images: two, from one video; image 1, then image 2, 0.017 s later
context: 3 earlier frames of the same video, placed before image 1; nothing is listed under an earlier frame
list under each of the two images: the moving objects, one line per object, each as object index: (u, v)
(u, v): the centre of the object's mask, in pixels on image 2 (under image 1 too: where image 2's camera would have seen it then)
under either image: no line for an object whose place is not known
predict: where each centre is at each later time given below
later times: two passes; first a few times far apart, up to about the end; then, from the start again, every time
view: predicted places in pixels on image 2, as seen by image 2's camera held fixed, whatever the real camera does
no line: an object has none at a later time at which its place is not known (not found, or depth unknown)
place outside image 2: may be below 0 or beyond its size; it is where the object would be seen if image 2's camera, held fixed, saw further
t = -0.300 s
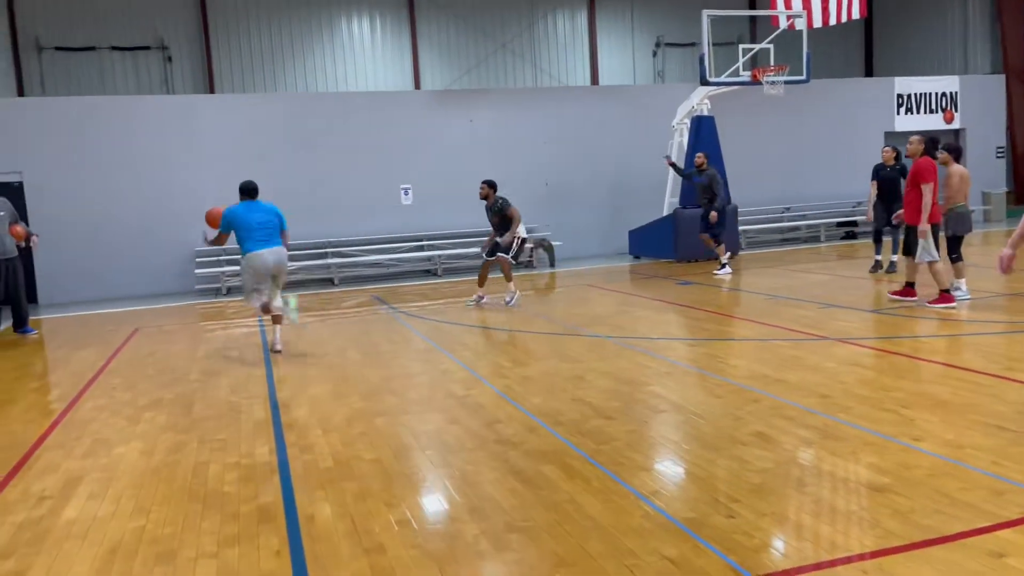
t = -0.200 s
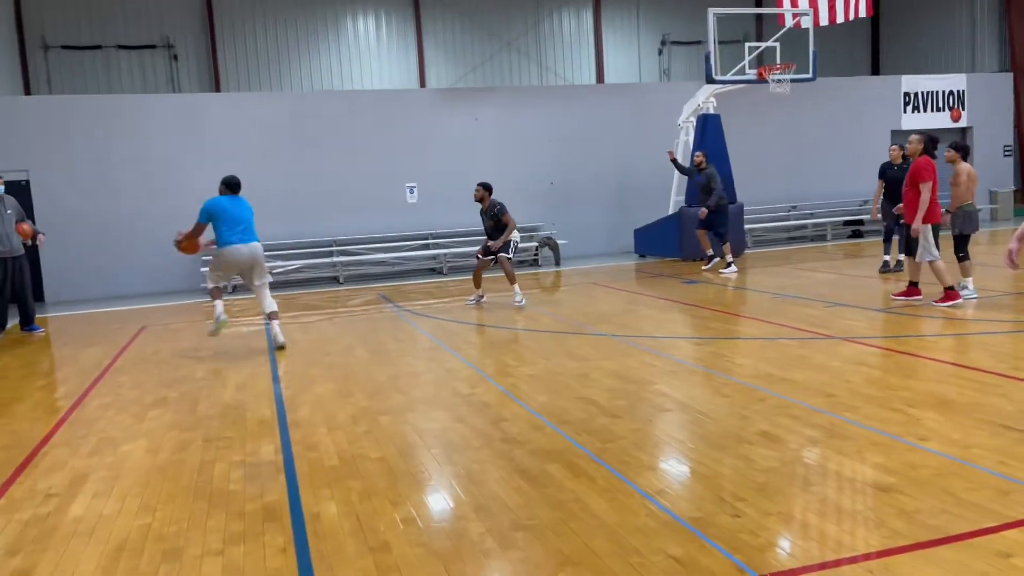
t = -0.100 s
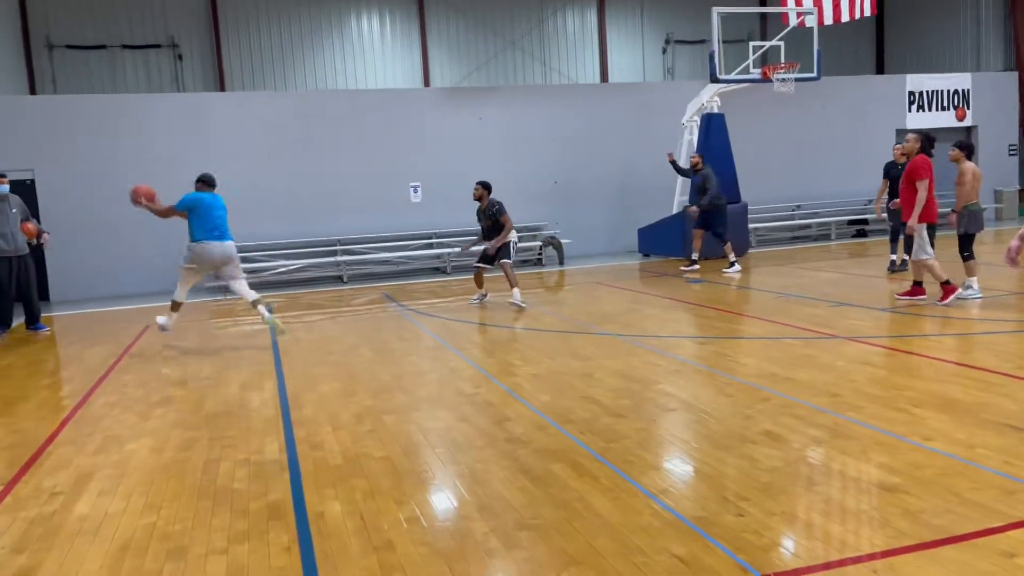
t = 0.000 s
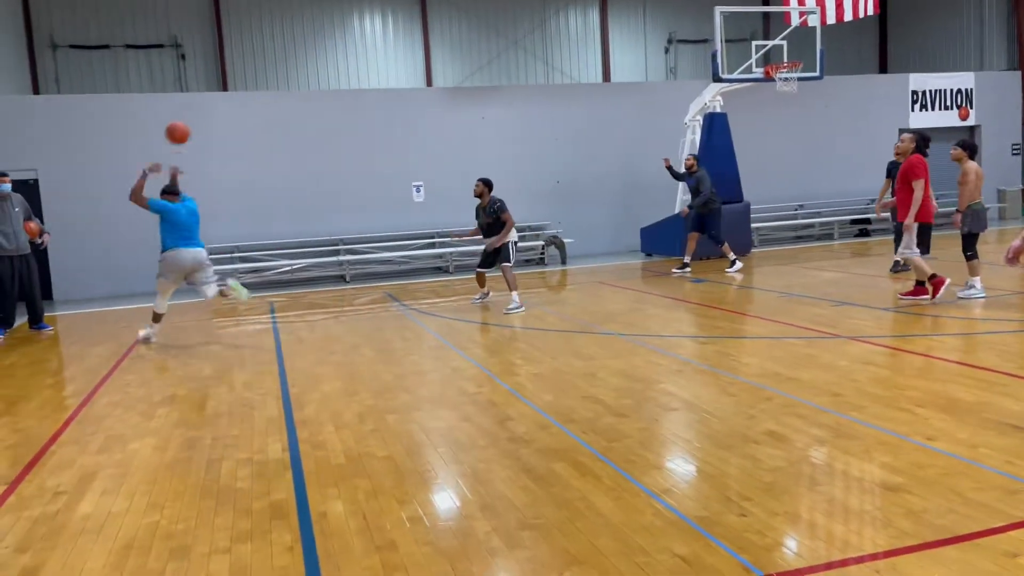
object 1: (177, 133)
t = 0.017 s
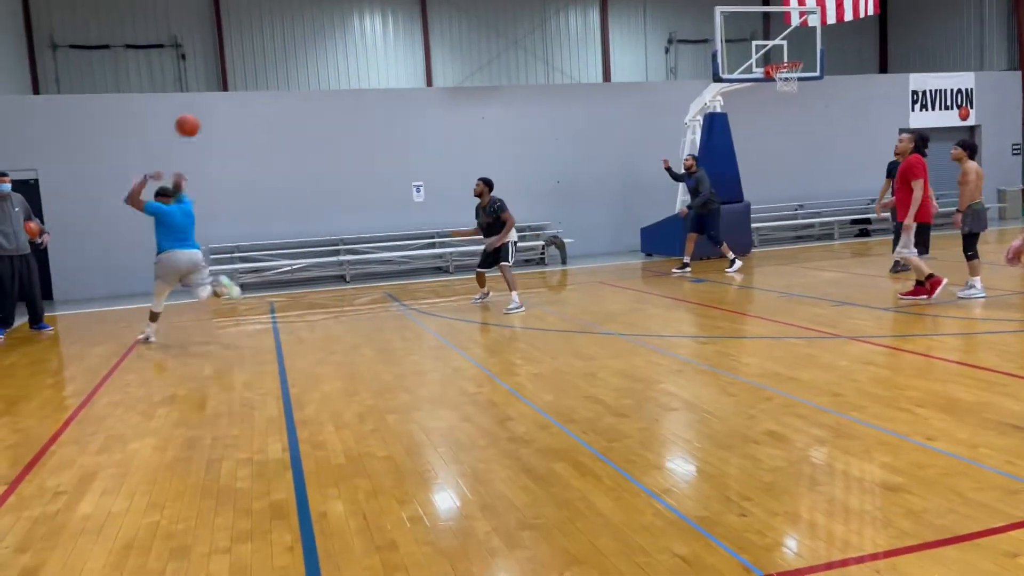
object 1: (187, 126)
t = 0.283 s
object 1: (348, 40)
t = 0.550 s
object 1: (512, 22)
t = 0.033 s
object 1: (197, 118)
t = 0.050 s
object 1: (207, 112)
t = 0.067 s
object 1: (217, 105)
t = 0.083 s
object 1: (227, 98)
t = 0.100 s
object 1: (237, 92)
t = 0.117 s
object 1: (246, 86)
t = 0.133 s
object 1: (258, 80)
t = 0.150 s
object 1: (268, 75)
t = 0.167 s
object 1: (278, 70)
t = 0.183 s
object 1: (287, 64)
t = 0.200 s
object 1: (297, 60)
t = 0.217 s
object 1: (308, 55)
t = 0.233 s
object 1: (318, 51)
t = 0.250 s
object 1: (328, 47)
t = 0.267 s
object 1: (338, 44)
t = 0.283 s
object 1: (348, 40)
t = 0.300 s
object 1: (357, 37)
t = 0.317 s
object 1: (368, 34)
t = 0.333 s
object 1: (378, 32)
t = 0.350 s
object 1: (388, 30)
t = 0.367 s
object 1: (399, 27)
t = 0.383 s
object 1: (409, 25)
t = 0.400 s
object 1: (419, 24)
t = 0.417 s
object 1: (430, 22)
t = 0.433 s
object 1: (440, 22)
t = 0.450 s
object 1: (450, 21)
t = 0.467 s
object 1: (461, 21)
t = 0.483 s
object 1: (471, 21)
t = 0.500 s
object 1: (481, 21)
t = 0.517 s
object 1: (491, 21)
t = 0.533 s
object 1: (502, 22)
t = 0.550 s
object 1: (512, 22)
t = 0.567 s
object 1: (522, 23)
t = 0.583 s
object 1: (533, 25)
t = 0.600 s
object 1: (543, 26)
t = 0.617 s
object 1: (554, 28)
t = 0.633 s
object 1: (564, 31)
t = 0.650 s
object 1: (575, 34)
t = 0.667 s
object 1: (584, 36)
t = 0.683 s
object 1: (596, 39)
